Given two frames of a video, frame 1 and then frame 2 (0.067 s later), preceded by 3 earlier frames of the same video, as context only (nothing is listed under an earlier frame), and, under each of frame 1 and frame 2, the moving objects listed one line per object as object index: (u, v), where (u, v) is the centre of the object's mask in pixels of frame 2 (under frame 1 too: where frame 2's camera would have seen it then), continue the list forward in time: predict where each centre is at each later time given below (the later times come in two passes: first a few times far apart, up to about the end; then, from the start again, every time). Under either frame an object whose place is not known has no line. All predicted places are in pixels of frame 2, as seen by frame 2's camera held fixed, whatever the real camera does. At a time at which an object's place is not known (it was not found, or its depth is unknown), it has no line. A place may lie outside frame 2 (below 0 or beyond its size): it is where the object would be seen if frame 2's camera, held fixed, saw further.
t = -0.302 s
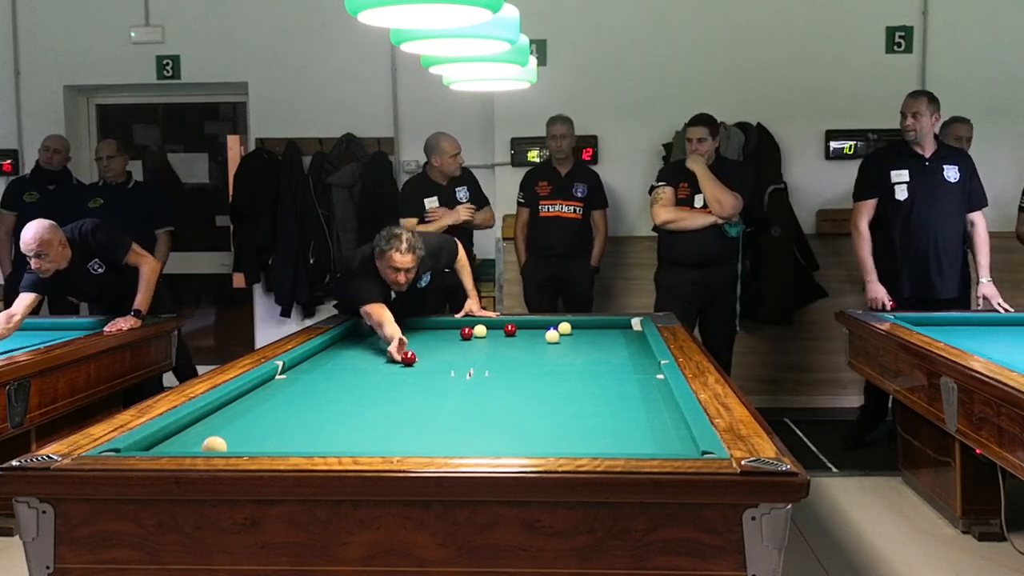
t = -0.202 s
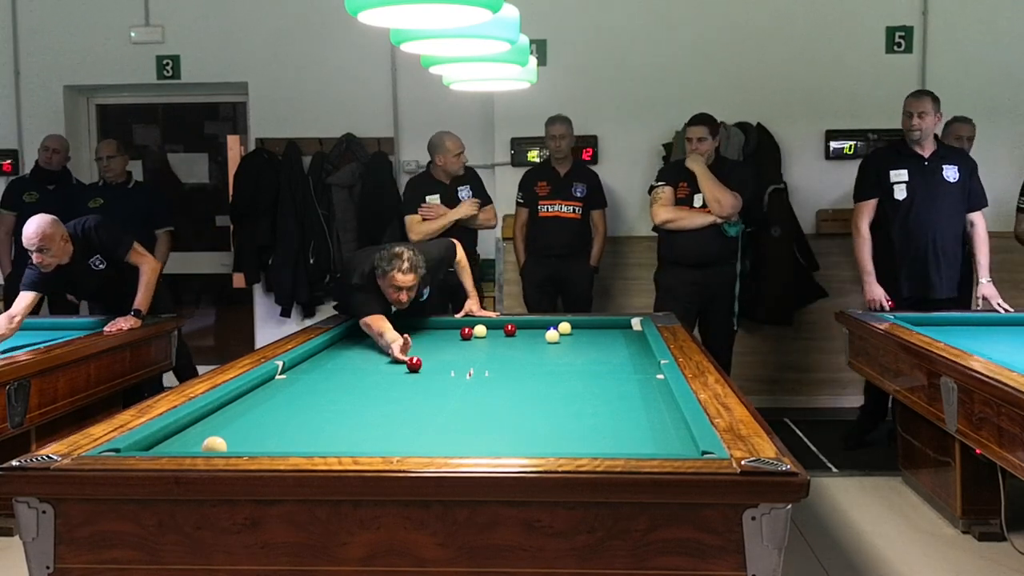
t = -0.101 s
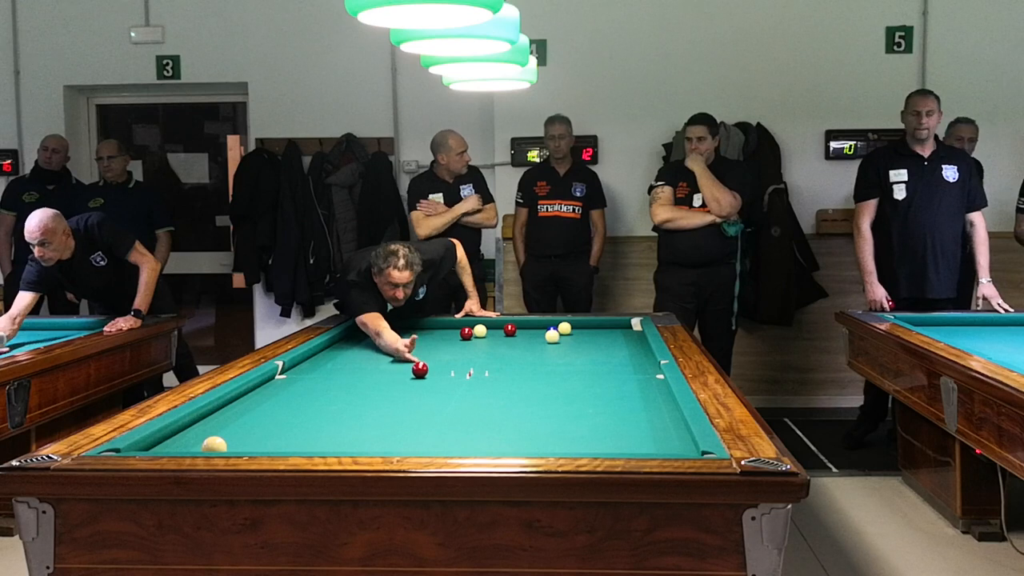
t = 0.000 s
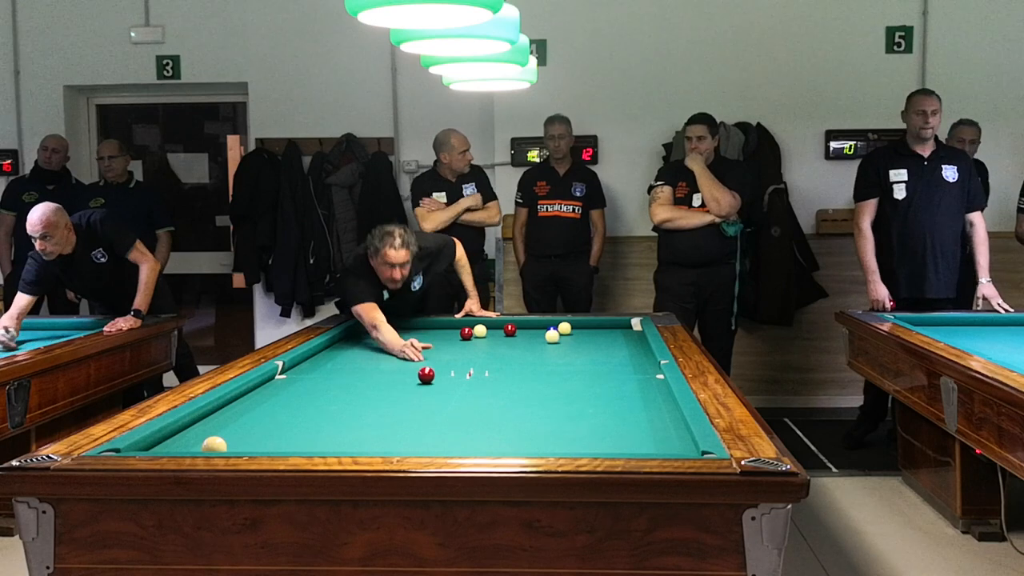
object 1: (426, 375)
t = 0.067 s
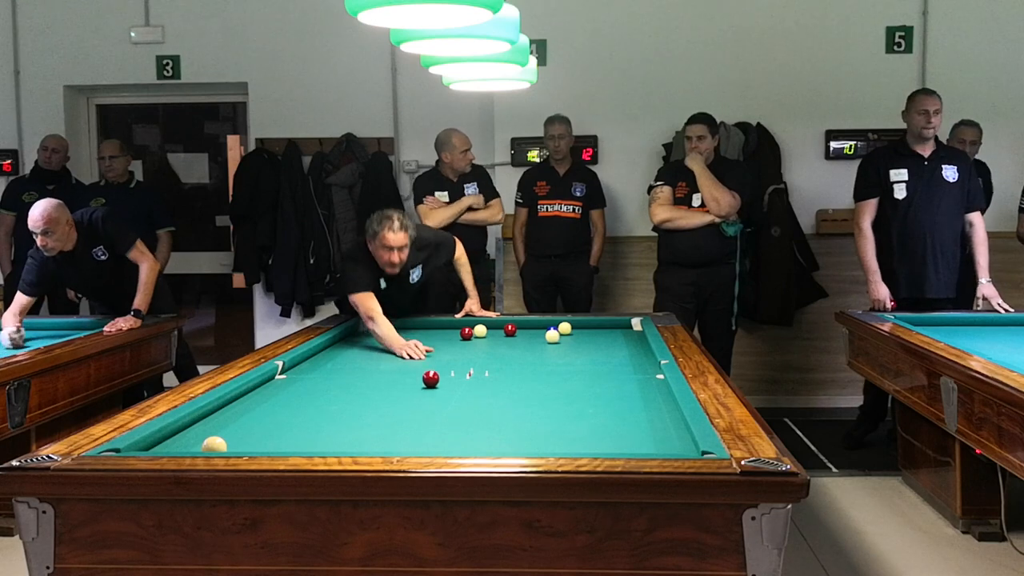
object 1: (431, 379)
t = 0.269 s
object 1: (445, 391)
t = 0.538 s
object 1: (467, 410)
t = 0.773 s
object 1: (491, 430)
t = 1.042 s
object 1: (524, 448)
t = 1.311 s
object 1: (554, 441)
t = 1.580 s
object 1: (580, 427)
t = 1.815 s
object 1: (599, 416)
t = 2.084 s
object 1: (619, 405)
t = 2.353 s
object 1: (636, 395)
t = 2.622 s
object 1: (652, 385)
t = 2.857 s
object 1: (651, 379)
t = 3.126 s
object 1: (641, 372)
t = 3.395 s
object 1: (631, 366)
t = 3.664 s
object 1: (623, 361)
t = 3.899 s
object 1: (616, 356)
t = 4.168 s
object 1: (609, 352)
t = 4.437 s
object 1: (602, 347)
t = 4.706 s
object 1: (597, 344)
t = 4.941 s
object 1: (592, 340)
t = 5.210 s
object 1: (587, 337)
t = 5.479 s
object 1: (582, 334)
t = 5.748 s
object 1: (578, 331)
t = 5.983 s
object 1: (576, 329)
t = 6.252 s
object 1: (580, 328)
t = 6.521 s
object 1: (584, 326)
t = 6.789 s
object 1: (588, 325)
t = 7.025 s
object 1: (591, 324)
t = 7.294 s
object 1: (593, 325)
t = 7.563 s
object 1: (595, 325)
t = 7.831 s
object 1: (597, 326)
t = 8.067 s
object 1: (598, 326)
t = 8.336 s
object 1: (599, 326)
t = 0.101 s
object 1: (433, 381)
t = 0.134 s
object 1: (435, 383)
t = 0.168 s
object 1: (438, 385)
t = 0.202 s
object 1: (440, 387)
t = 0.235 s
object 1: (442, 389)
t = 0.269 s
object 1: (445, 391)
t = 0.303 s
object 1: (448, 393)
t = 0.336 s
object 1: (450, 395)
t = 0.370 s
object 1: (453, 398)
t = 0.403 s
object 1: (456, 400)
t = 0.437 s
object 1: (458, 402)
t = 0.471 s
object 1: (461, 405)
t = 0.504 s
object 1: (464, 407)
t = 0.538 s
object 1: (467, 410)
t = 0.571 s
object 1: (471, 412)
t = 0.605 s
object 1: (474, 415)
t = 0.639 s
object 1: (477, 418)
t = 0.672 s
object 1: (480, 421)
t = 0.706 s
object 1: (484, 424)
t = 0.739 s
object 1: (487, 426)
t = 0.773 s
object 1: (491, 430)
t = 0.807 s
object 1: (495, 433)
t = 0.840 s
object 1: (498, 436)
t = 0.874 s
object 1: (502, 439)
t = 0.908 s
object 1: (506, 441)
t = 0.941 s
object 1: (511, 443)
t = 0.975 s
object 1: (515, 445)
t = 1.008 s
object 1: (519, 447)
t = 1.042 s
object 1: (524, 448)
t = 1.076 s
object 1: (528, 450)
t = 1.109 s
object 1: (532, 449)
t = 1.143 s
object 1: (536, 448)
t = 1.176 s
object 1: (540, 446)
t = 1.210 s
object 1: (543, 445)
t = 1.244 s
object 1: (547, 444)
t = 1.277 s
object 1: (551, 443)
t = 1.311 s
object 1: (554, 441)
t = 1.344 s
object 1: (557, 440)
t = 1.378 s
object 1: (561, 439)
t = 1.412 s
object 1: (564, 437)
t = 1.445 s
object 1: (567, 435)
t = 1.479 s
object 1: (570, 433)
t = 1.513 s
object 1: (574, 431)
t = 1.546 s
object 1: (577, 429)
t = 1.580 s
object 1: (580, 427)
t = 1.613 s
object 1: (583, 426)
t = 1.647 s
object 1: (585, 424)
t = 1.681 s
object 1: (588, 422)
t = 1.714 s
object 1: (591, 421)
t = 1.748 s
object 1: (594, 419)
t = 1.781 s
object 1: (597, 418)
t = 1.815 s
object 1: (599, 416)
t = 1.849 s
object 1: (602, 415)
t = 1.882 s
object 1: (604, 413)
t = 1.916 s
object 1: (607, 412)
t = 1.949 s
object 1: (609, 410)
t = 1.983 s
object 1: (612, 409)
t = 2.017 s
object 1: (614, 407)
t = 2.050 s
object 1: (617, 406)
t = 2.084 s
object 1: (619, 405)
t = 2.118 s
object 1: (621, 403)
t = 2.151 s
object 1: (623, 402)
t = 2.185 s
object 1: (626, 401)
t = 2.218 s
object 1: (628, 399)
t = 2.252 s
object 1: (630, 398)
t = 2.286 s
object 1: (632, 397)
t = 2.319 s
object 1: (634, 396)
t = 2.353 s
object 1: (636, 395)
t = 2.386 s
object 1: (639, 393)
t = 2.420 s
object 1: (641, 392)
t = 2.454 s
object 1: (643, 391)
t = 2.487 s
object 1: (645, 390)
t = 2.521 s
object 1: (646, 389)
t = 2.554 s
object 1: (648, 388)
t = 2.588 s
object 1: (650, 387)
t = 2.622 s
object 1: (652, 385)
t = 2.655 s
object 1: (654, 385)
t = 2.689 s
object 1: (656, 383)
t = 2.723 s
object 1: (657, 382)
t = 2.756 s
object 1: (655, 382)
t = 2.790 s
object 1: (654, 381)
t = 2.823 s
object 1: (652, 380)
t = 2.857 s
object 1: (651, 379)
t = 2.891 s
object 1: (649, 378)
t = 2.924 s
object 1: (648, 377)
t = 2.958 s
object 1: (647, 376)
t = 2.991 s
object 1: (646, 375)
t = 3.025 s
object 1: (644, 374)
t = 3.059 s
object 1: (643, 374)
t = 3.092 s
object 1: (642, 373)
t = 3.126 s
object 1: (641, 372)
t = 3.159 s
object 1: (640, 371)
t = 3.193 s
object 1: (638, 370)
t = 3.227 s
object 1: (637, 370)
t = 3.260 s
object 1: (636, 369)
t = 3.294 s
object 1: (635, 368)
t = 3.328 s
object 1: (634, 367)
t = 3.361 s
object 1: (633, 367)
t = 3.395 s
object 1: (631, 366)
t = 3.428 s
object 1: (630, 365)
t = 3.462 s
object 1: (629, 365)
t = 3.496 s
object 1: (628, 364)
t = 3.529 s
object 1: (627, 363)
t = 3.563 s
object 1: (626, 363)
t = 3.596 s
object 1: (625, 362)
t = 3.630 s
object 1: (624, 361)
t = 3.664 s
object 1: (623, 361)
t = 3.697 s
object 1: (622, 360)
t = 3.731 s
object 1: (621, 359)
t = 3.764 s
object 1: (620, 358)
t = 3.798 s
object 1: (619, 358)
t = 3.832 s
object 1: (618, 357)
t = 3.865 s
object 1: (617, 357)
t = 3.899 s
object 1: (616, 356)
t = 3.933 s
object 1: (615, 356)
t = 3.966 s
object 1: (614, 355)
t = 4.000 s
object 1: (613, 354)
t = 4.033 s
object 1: (612, 354)
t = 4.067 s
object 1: (611, 353)
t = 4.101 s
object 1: (611, 353)
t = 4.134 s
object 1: (610, 352)
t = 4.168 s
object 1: (609, 352)
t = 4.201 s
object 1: (608, 351)
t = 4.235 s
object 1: (607, 350)
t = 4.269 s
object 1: (607, 350)
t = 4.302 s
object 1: (606, 349)
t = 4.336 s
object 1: (605, 349)
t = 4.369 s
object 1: (604, 348)
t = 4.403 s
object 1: (603, 348)
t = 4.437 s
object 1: (602, 347)
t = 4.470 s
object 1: (602, 347)
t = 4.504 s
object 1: (601, 346)
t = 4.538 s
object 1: (600, 346)
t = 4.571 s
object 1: (599, 345)
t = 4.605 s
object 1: (599, 345)
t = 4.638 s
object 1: (598, 344)
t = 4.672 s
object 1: (597, 344)
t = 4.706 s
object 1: (597, 344)
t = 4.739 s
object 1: (596, 343)
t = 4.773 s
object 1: (595, 343)
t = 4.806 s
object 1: (594, 342)
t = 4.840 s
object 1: (594, 342)
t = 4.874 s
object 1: (593, 341)
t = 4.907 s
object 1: (592, 341)
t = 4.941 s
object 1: (592, 340)
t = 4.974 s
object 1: (591, 340)
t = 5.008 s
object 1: (590, 339)
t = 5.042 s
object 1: (590, 339)
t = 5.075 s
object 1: (589, 339)
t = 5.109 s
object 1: (589, 338)
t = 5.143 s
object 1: (588, 338)
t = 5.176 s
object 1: (587, 338)
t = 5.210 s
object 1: (587, 337)
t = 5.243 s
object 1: (586, 337)
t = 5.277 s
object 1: (585, 337)
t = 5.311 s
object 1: (585, 336)
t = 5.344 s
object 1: (584, 336)
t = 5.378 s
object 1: (584, 335)
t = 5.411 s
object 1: (583, 335)
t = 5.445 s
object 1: (583, 334)
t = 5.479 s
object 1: (582, 334)
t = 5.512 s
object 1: (582, 334)
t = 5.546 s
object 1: (581, 333)
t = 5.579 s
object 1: (581, 333)
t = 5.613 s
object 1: (580, 333)
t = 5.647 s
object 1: (579, 332)
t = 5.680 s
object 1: (579, 332)
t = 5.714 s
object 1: (578, 331)
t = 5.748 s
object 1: (578, 331)
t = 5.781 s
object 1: (577, 331)
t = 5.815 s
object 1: (577, 331)
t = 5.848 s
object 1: (576, 330)
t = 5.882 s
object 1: (576, 330)
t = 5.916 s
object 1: (575, 330)
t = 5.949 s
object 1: (575, 330)
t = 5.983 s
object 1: (576, 329)
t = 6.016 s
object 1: (576, 329)
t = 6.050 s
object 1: (577, 329)
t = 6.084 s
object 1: (577, 329)
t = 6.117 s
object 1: (578, 329)
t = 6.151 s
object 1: (579, 328)
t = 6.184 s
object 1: (579, 328)
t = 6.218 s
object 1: (580, 328)
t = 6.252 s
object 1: (580, 328)
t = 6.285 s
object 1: (581, 327)
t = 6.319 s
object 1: (582, 327)
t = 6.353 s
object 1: (582, 327)
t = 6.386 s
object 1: (583, 327)
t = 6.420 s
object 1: (583, 327)
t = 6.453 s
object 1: (583, 326)
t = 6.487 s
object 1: (584, 326)
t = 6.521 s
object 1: (584, 326)
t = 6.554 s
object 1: (585, 326)
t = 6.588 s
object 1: (586, 326)
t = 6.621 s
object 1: (586, 325)
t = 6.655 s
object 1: (587, 325)
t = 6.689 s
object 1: (587, 325)
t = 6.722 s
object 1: (588, 325)
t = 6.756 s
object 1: (588, 325)
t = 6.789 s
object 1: (588, 325)
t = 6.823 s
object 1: (589, 325)
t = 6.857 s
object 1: (589, 324)
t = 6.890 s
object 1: (590, 324)
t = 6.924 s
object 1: (590, 324)
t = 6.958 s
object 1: (591, 324)
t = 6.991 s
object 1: (591, 324)
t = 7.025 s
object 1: (591, 324)
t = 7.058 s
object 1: (591, 324)
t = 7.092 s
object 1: (592, 324)
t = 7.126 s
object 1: (592, 324)
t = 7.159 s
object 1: (592, 324)
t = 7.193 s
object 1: (593, 324)
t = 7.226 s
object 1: (593, 325)
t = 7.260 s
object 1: (593, 324)
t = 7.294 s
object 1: (593, 325)
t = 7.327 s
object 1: (594, 325)
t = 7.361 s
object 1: (594, 325)
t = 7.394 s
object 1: (594, 325)
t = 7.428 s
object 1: (595, 325)
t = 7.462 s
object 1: (595, 325)
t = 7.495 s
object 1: (595, 325)
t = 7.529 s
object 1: (595, 325)
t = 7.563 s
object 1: (595, 325)
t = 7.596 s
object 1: (595, 325)
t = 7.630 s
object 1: (596, 325)
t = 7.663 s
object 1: (596, 325)
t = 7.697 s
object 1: (596, 325)
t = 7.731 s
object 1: (596, 326)
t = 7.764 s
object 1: (597, 326)
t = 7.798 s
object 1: (597, 326)
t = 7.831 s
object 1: (597, 326)
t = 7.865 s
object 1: (597, 326)
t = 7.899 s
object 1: (597, 326)
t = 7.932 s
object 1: (597, 326)
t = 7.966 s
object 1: (598, 326)
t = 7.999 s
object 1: (598, 326)
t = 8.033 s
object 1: (598, 326)
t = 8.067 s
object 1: (598, 326)
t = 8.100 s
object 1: (598, 326)
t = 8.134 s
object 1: (598, 326)
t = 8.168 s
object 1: (598, 326)
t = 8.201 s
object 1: (599, 326)
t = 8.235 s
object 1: (599, 326)
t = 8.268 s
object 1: (599, 326)
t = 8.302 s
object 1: (599, 326)
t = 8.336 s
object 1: (599, 326)
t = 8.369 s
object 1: (599, 326)
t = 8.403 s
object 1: (600, 326)
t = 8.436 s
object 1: (600, 326)
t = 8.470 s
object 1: (600, 326)
